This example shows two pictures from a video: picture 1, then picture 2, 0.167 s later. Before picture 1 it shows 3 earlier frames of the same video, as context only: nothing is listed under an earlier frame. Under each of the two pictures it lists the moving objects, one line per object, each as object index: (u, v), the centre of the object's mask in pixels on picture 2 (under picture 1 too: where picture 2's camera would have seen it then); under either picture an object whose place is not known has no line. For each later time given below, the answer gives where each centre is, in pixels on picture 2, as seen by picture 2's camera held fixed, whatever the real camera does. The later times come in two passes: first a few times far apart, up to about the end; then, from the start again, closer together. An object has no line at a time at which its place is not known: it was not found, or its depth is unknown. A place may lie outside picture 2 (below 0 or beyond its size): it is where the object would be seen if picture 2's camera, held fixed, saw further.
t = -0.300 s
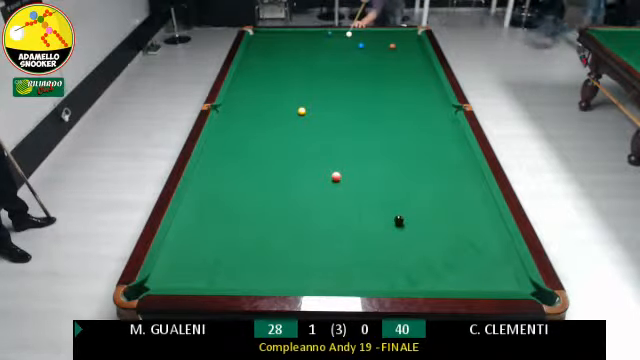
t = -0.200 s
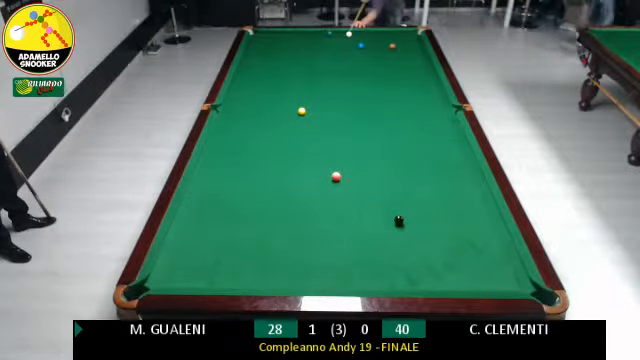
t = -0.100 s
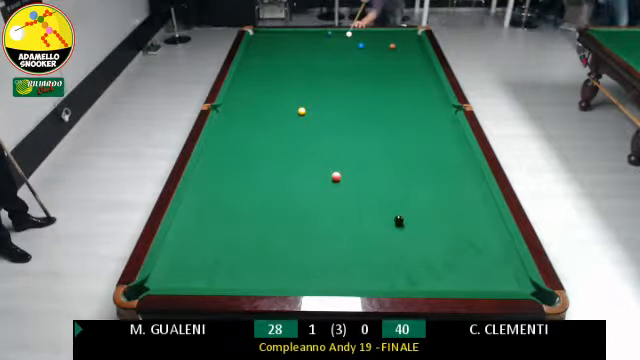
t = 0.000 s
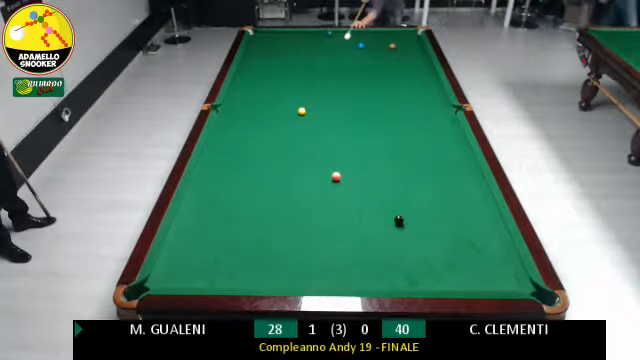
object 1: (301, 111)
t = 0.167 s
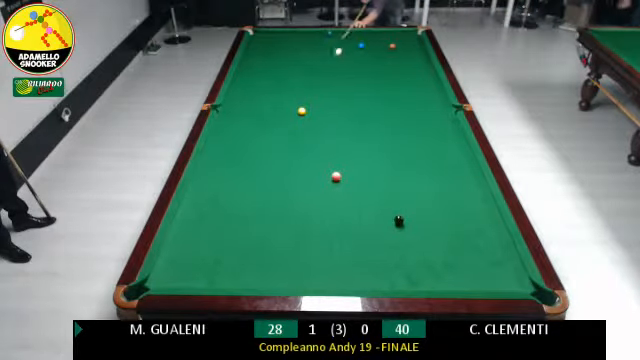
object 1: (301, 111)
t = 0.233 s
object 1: (301, 111)
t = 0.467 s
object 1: (301, 111)
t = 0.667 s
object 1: (300, 113)
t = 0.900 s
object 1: (288, 143)
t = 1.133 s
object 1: (274, 174)
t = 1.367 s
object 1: (259, 210)
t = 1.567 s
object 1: (243, 247)
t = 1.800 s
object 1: (229, 271)
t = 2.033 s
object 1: (231, 235)
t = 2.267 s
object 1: (232, 207)
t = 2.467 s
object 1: (233, 186)
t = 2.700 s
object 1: (234, 165)
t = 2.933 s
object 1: (235, 146)
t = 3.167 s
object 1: (236, 128)
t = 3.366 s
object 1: (237, 119)
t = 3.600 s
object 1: (237, 106)
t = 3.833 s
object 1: (238, 95)
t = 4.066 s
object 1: (238, 85)
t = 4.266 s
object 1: (238, 77)
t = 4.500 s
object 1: (239, 69)
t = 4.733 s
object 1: (242, 62)
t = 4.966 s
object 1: (245, 55)
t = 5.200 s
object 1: (248, 50)
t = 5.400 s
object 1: (251, 45)
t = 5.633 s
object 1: (255, 39)
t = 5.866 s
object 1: (256, 38)
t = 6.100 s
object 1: (259, 33)
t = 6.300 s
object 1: (258, 33)
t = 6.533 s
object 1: (256, 35)
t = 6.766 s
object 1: (253, 38)
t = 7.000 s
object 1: (251, 40)
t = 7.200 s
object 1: (250, 42)
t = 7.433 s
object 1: (248, 44)
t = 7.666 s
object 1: (248, 46)
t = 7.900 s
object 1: (248, 47)
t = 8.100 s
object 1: (248, 48)
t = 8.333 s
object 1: (248, 50)
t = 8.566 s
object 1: (248, 51)
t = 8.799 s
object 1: (248, 52)
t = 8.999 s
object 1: (249, 52)
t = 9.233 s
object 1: (248, 52)
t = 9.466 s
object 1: (249, 52)
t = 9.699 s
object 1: (248, 52)
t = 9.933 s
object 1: (248, 52)
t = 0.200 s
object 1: (301, 111)
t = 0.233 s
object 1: (301, 111)
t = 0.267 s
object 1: (301, 111)
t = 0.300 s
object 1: (301, 111)
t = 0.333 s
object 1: (301, 111)
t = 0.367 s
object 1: (301, 111)
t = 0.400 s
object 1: (301, 111)
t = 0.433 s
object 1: (301, 111)
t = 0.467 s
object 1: (301, 111)
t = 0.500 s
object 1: (301, 111)
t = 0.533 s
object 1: (301, 111)
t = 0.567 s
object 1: (301, 111)
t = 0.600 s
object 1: (301, 111)
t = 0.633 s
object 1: (301, 111)
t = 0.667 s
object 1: (300, 113)
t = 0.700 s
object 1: (299, 117)
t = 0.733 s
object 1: (297, 121)
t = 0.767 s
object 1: (295, 125)
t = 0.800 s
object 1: (293, 129)
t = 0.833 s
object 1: (291, 135)
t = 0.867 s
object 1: (289, 139)
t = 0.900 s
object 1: (288, 143)
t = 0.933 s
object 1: (286, 148)
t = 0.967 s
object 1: (284, 152)
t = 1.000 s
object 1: (282, 156)
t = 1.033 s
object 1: (280, 160)
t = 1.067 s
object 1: (278, 165)
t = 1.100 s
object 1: (276, 169)
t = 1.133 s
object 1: (274, 174)
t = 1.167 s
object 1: (272, 179)
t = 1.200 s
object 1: (270, 184)
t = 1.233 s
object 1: (268, 188)
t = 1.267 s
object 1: (266, 194)
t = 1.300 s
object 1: (264, 199)
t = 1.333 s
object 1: (262, 204)
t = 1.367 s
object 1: (259, 210)
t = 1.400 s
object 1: (256, 216)
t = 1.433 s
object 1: (254, 221)
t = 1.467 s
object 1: (250, 228)
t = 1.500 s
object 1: (248, 234)
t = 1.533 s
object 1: (246, 241)
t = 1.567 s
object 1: (243, 247)
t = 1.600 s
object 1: (240, 254)
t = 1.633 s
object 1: (237, 262)
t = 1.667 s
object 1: (234, 269)
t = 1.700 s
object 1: (231, 276)
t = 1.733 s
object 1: (229, 282)
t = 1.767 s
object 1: (228, 277)
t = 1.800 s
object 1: (229, 271)
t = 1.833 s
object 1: (229, 265)
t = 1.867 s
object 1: (229, 260)
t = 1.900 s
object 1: (230, 254)
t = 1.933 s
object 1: (230, 249)
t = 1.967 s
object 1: (230, 244)
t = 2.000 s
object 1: (231, 240)
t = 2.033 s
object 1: (231, 235)
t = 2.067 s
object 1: (231, 231)
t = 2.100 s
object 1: (231, 227)
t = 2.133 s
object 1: (231, 222)
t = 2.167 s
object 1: (232, 219)
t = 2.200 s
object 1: (232, 215)
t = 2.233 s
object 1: (232, 211)
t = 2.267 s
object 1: (232, 207)
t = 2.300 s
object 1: (233, 203)
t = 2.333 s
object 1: (233, 200)
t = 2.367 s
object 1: (233, 196)
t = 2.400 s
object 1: (233, 193)
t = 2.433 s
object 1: (233, 189)
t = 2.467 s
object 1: (233, 186)
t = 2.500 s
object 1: (234, 183)
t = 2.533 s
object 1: (234, 180)
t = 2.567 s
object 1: (234, 177)
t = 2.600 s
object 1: (234, 174)
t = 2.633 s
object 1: (234, 171)
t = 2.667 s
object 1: (234, 168)
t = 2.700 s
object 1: (234, 165)
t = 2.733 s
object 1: (235, 162)
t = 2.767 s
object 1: (235, 159)
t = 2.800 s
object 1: (235, 157)
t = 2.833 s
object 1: (235, 154)
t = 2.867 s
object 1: (235, 152)
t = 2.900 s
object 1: (235, 149)
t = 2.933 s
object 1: (235, 146)
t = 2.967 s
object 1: (235, 144)
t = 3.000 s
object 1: (235, 141)
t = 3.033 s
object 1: (235, 139)
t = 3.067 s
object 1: (235, 137)
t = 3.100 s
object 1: (236, 135)
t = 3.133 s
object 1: (236, 132)
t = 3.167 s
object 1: (236, 128)
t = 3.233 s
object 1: (236, 126)
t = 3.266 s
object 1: (236, 125)
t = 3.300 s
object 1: (236, 122)
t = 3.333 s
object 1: (237, 120)
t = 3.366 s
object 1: (237, 119)
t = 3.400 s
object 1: (237, 116)
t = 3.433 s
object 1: (237, 115)
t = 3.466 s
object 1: (237, 113)
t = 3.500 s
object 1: (237, 111)
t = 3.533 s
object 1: (237, 109)
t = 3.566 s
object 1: (237, 108)
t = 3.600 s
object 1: (237, 106)
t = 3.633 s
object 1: (237, 104)
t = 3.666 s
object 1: (237, 103)
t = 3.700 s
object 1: (238, 101)
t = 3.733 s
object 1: (237, 99)
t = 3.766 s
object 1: (238, 98)
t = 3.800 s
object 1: (238, 96)
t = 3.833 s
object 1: (238, 95)
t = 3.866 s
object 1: (238, 93)
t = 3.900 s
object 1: (238, 92)
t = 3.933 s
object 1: (238, 91)
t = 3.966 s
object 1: (238, 89)
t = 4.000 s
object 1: (238, 87)
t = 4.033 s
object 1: (238, 87)
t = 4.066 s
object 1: (238, 85)
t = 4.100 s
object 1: (238, 84)
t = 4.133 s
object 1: (238, 82)
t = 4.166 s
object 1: (238, 81)
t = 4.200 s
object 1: (238, 80)
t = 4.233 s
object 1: (238, 79)
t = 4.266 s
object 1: (238, 77)
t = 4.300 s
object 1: (239, 76)
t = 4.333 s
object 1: (239, 75)
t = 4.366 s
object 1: (239, 73)
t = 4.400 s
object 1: (239, 72)
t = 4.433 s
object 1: (239, 71)
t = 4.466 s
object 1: (239, 70)
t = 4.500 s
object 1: (239, 69)
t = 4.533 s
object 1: (239, 68)
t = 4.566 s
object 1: (239, 68)
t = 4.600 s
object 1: (240, 67)
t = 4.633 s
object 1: (241, 65)
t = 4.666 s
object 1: (241, 64)
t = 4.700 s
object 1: (242, 63)
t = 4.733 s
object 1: (242, 62)
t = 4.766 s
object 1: (243, 61)
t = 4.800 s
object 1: (243, 61)
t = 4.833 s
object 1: (243, 61)
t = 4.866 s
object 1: (244, 58)
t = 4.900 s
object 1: (244, 57)
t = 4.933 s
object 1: (244, 57)
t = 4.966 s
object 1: (245, 55)
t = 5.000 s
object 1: (245, 55)
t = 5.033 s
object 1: (246, 54)
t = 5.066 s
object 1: (247, 53)
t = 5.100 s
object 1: (247, 52)
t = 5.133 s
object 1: (247, 52)
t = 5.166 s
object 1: (248, 51)
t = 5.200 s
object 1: (248, 50)
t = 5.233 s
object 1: (249, 49)
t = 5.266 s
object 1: (250, 48)
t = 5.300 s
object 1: (250, 48)
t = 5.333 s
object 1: (251, 47)
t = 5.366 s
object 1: (251, 46)
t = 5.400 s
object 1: (251, 45)
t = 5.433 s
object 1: (251, 45)
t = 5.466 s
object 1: (252, 44)
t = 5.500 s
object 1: (252, 43)
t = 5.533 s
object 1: (252, 43)
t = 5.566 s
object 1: (253, 42)
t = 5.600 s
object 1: (253, 41)
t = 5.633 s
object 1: (255, 39)
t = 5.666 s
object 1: (255, 40)
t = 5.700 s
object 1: (255, 39)
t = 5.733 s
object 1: (255, 39)
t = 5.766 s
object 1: (255, 39)
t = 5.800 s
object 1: (255, 38)
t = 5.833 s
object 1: (256, 38)
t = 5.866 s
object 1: (256, 38)
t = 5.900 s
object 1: (257, 37)
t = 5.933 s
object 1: (258, 35)
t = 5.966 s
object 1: (258, 34)
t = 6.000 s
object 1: (258, 34)
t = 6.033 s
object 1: (258, 34)
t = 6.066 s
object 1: (258, 34)
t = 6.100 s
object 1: (259, 33)
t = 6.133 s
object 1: (259, 32)
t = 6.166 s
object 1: (259, 32)
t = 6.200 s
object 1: (259, 32)
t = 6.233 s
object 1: (258, 33)
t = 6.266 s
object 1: (258, 33)
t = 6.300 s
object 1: (258, 33)
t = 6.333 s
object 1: (258, 33)
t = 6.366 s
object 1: (257, 34)
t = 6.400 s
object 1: (257, 35)
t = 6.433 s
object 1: (256, 35)
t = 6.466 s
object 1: (256, 35)
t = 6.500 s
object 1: (256, 35)
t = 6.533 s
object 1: (256, 35)
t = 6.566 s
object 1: (256, 36)
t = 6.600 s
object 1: (254, 37)
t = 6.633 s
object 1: (254, 37)
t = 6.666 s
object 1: (254, 38)
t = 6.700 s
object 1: (253, 38)
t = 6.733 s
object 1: (253, 38)
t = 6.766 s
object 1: (253, 38)
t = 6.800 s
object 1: (253, 38)
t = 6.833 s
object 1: (252, 39)
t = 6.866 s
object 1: (253, 39)
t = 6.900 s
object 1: (252, 39)
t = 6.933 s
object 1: (252, 40)
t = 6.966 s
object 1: (252, 40)
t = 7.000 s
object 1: (251, 40)
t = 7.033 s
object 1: (251, 40)
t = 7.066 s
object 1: (251, 40)
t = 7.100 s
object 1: (250, 41)
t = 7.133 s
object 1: (250, 41)
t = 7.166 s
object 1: (250, 42)
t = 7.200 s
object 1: (250, 42)
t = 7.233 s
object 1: (249, 43)
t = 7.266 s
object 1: (249, 43)
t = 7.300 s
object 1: (249, 43)
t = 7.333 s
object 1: (249, 43)
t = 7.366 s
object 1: (248, 43)
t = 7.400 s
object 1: (248, 44)
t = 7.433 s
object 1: (248, 44)
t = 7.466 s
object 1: (248, 44)
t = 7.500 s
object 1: (248, 45)
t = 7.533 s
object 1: (248, 45)
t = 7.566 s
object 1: (248, 45)
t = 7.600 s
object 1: (248, 45)
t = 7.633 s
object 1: (248, 45)
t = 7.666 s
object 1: (248, 46)
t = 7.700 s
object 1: (248, 46)
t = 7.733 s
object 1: (248, 46)
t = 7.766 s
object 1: (248, 47)
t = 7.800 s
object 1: (248, 47)
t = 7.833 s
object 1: (248, 47)
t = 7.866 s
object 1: (248, 47)
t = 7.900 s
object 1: (248, 47)
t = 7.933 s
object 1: (248, 48)
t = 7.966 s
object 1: (248, 48)
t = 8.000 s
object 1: (248, 48)
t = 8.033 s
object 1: (248, 48)
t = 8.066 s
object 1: (248, 48)
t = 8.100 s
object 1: (248, 48)
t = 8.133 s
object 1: (248, 48)
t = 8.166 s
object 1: (248, 48)
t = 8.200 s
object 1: (248, 49)
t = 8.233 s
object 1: (248, 49)
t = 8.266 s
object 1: (248, 49)
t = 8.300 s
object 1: (248, 49)
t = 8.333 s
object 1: (248, 50)
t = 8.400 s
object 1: (248, 50)
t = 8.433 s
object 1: (248, 50)
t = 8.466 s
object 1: (248, 50)
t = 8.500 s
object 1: (248, 50)
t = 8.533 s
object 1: (248, 50)
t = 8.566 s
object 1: (248, 51)
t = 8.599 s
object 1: (248, 51)
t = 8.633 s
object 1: (248, 51)
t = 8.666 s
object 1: (248, 51)
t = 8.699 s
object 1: (248, 51)
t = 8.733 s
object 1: (248, 52)
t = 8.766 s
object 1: (248, 52)
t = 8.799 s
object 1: (248, 52)
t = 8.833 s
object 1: (248, 52)
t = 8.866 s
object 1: (248, 52)
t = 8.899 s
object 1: (248, 52)
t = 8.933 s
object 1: (248, 52)
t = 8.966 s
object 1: (249, 52)
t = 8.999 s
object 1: (249, 52)
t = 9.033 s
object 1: (249, 52)
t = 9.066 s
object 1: (249, 52)
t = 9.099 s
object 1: (249, 52)
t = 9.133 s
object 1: (248, 52)
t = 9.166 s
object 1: (248, 52)
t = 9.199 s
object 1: (248, 52)
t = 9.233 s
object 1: (248, 52)
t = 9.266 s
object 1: (248, 52)
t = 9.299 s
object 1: (249, 52)
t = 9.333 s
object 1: (249, 52)
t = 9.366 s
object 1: (249, 52)
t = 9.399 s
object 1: (248, 52)
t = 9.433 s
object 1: (249, 52)
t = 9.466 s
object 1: (249, 52)
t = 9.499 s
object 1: (249, 52)
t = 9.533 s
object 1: (249, 52)
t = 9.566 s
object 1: (249, 52)
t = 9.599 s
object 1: (249, 52)
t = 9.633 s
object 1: (249, 52)
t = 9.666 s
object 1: (248, 52)
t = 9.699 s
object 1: (248, 52)
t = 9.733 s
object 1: (248, 52)
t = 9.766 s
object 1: (248, 52)
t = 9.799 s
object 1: (248, 52)
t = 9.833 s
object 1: (248, 52)
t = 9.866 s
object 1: (248, 52)
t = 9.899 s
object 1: (248, 52)
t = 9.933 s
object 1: (248, 52)
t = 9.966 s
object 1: (248, 52)
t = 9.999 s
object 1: (248, 52)
